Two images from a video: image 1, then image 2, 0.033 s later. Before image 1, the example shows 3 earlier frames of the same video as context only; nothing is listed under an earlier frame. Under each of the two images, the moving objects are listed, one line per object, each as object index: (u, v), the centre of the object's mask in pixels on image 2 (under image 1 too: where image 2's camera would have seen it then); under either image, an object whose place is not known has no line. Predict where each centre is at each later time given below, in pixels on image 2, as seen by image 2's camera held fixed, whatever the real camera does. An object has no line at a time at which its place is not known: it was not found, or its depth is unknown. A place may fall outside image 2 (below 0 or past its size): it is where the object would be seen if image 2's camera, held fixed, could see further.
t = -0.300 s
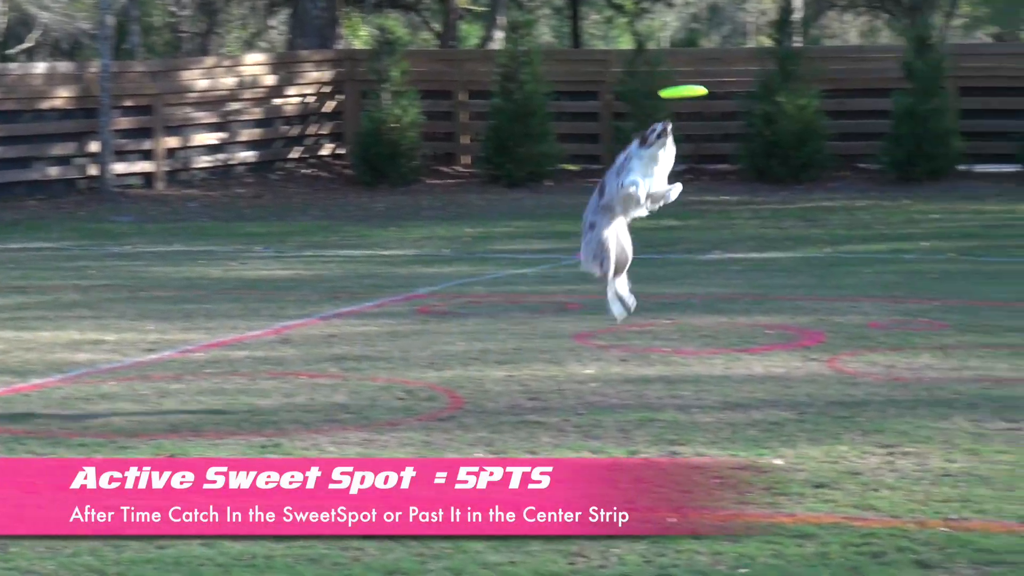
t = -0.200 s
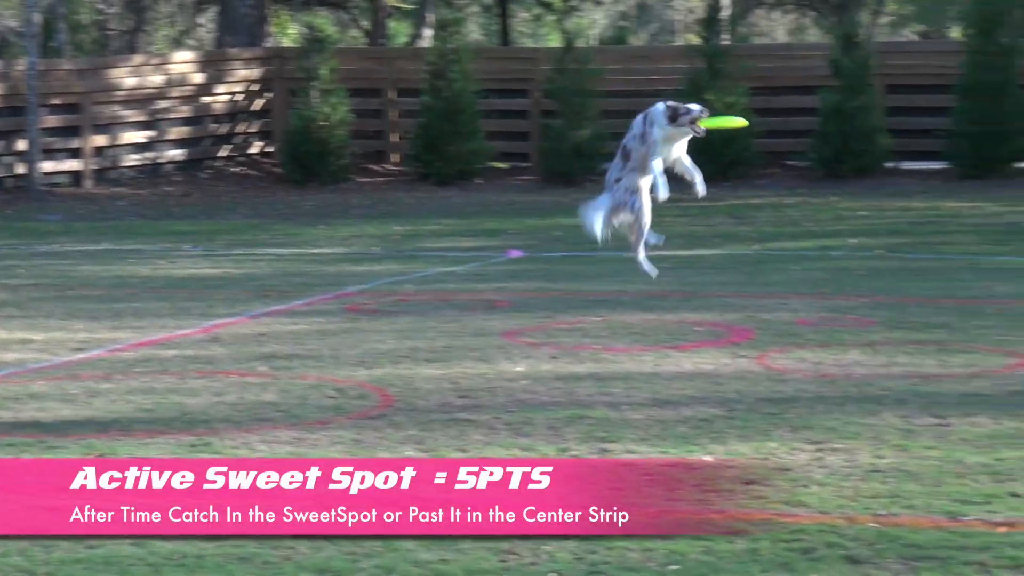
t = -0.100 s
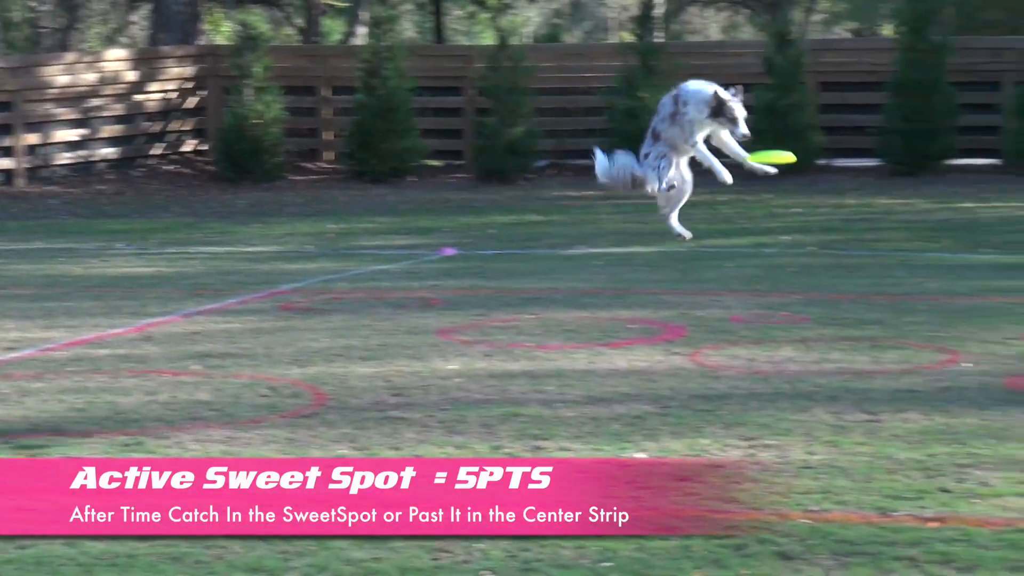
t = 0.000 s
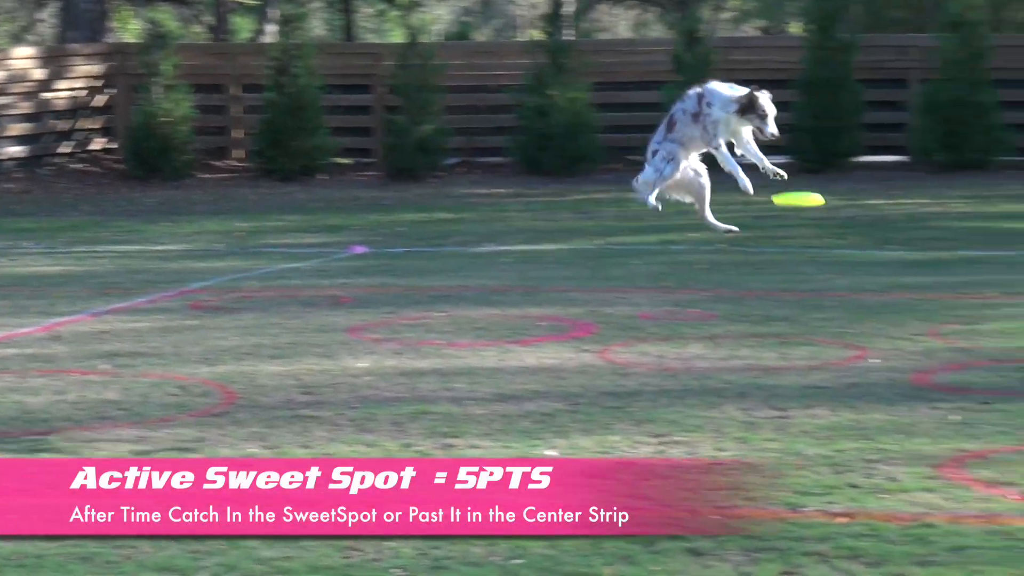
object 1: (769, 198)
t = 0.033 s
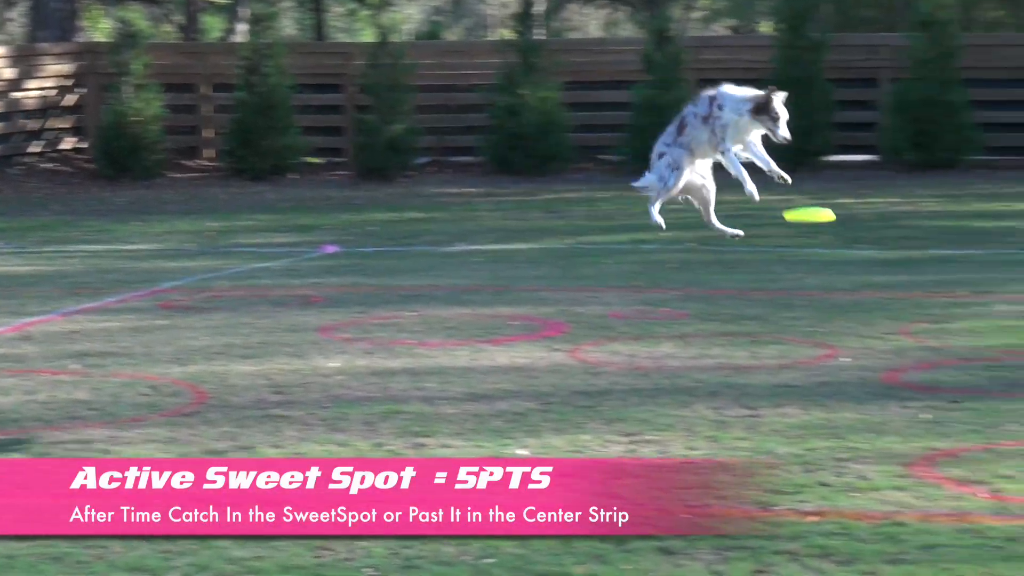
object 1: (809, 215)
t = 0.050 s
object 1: (829, 223)
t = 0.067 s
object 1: (849, 232)
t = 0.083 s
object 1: (870, 241)
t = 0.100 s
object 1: (891, 249)
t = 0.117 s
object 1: (913, 259)
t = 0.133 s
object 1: (934, 268)
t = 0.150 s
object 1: (956, 278)
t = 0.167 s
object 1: (978, 288)
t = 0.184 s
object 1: (1001, 297)
